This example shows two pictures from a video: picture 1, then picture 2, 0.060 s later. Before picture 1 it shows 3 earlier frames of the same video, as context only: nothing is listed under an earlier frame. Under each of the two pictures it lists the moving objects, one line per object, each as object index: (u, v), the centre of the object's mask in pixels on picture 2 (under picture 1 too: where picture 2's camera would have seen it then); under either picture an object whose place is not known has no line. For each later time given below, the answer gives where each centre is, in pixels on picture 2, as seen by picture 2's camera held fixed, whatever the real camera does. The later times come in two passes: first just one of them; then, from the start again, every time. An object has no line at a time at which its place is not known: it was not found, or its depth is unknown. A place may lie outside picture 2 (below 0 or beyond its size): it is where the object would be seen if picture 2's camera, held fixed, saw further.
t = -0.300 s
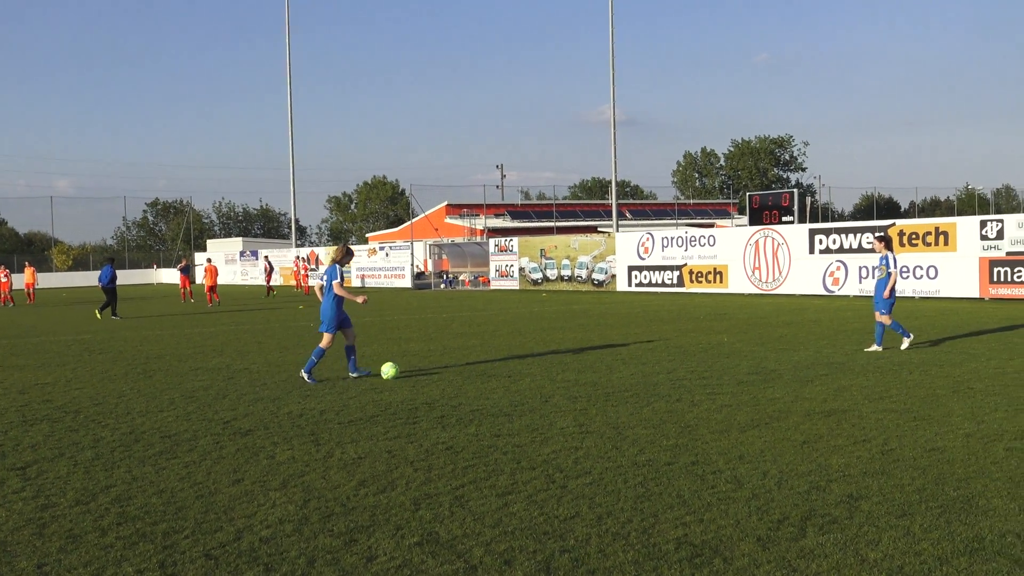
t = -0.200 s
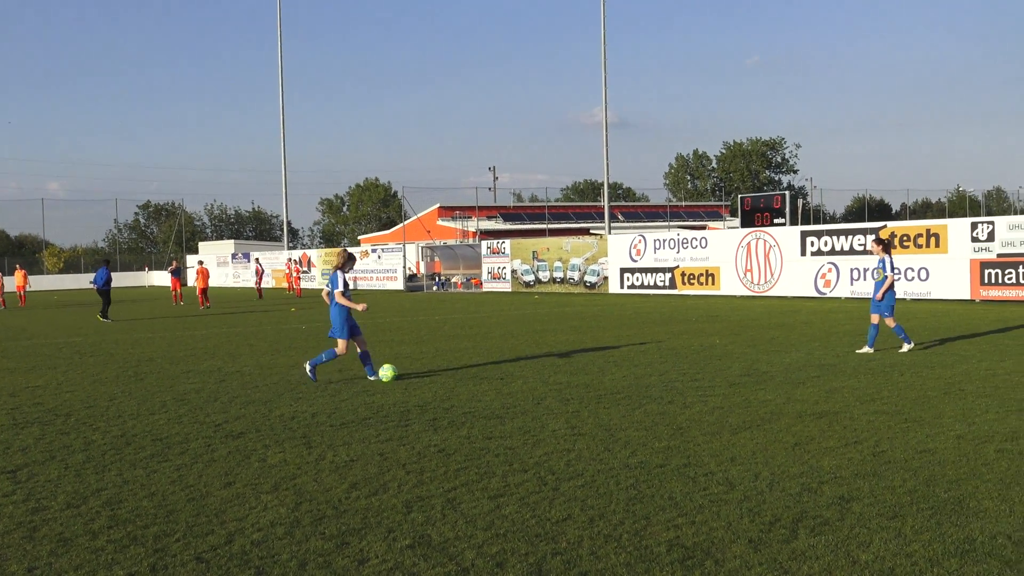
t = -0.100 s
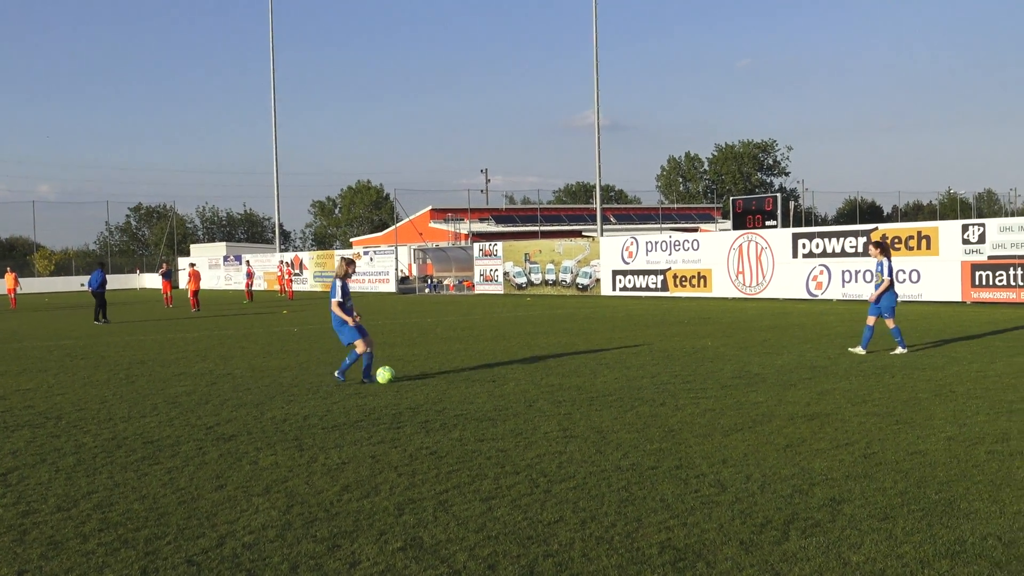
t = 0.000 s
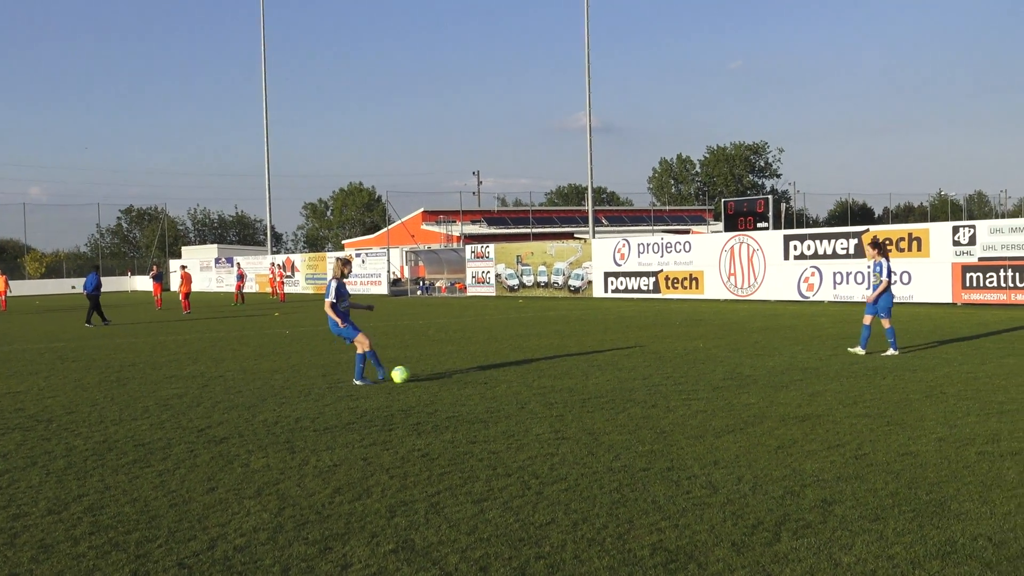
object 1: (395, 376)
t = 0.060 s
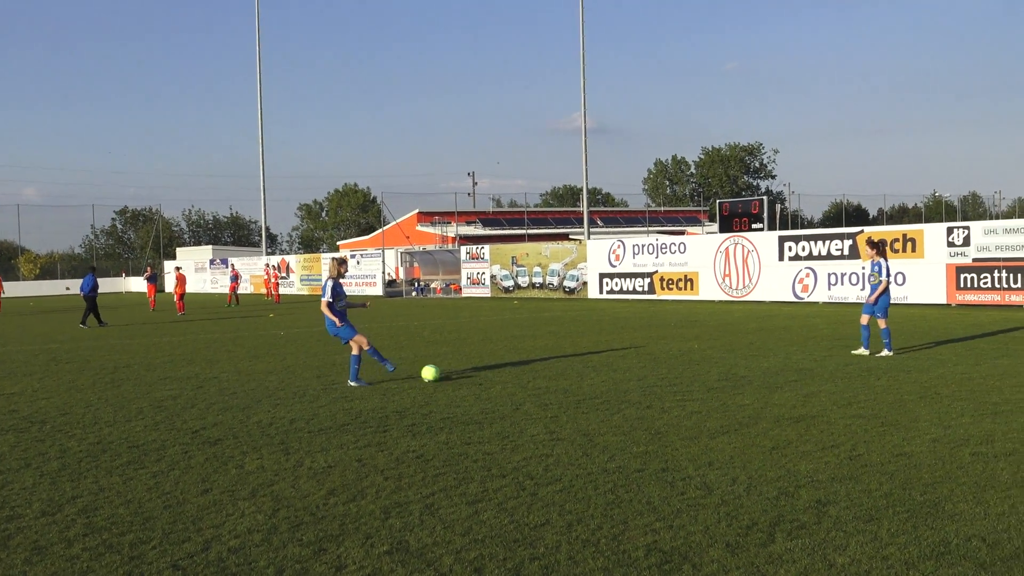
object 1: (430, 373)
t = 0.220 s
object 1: (506, 368)
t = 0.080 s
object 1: (442, 373)
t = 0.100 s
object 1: (452, 373)
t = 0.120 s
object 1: (463, 373)
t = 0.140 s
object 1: (472, 371)
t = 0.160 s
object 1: (481, 370)
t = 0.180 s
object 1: (489, 369)
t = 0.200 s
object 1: (498, 368)
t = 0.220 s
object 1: (506, 368)
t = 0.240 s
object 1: (515, 368)
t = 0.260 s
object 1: (523, 368)
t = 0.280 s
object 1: (532, 368)
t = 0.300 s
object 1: (540, 368)
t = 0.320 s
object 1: (547, 367)
